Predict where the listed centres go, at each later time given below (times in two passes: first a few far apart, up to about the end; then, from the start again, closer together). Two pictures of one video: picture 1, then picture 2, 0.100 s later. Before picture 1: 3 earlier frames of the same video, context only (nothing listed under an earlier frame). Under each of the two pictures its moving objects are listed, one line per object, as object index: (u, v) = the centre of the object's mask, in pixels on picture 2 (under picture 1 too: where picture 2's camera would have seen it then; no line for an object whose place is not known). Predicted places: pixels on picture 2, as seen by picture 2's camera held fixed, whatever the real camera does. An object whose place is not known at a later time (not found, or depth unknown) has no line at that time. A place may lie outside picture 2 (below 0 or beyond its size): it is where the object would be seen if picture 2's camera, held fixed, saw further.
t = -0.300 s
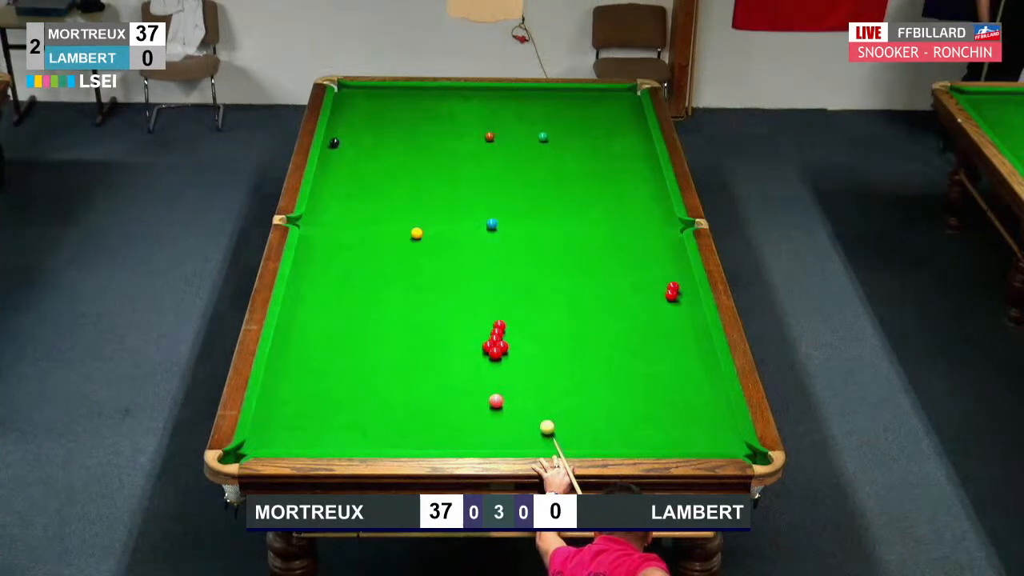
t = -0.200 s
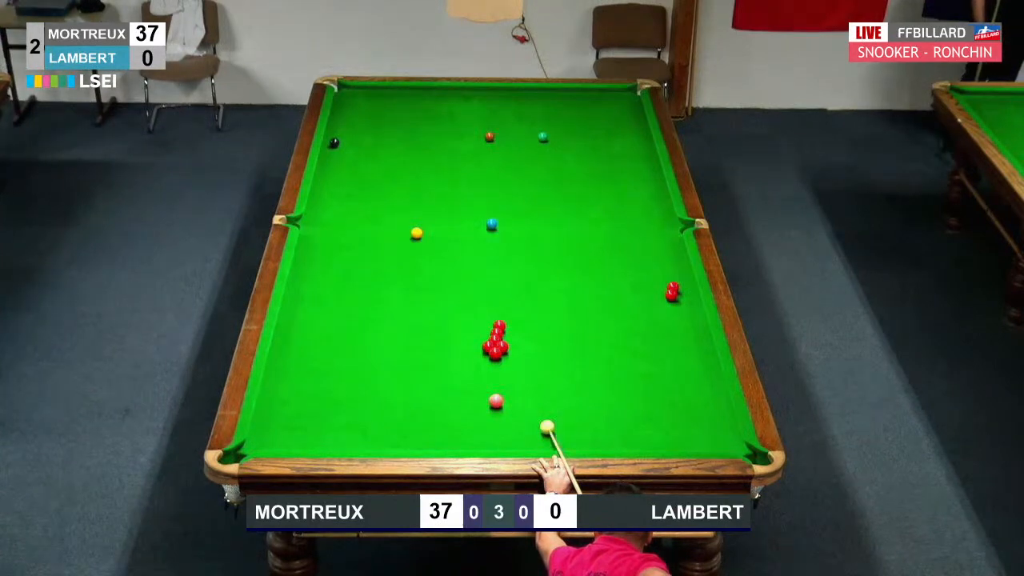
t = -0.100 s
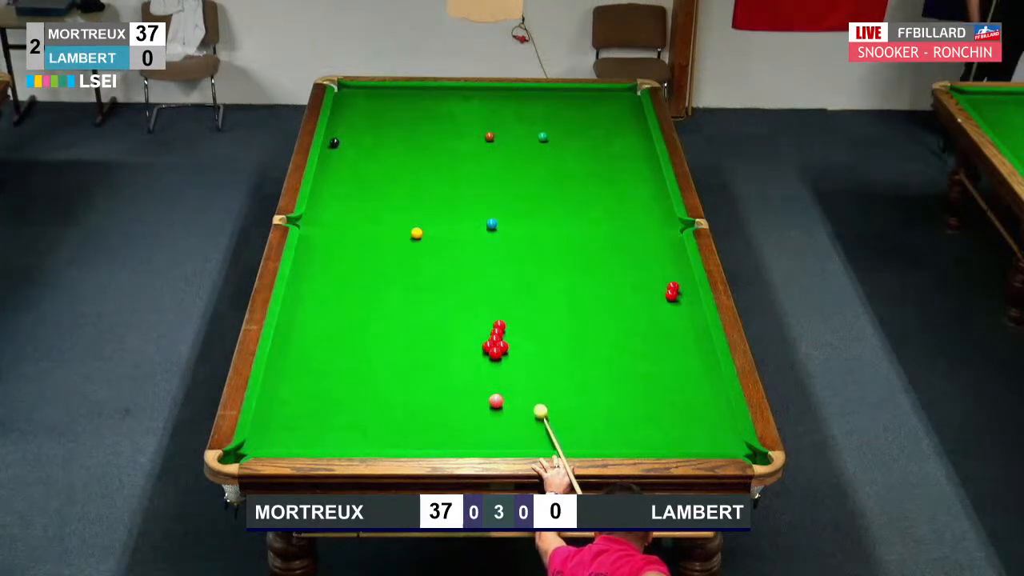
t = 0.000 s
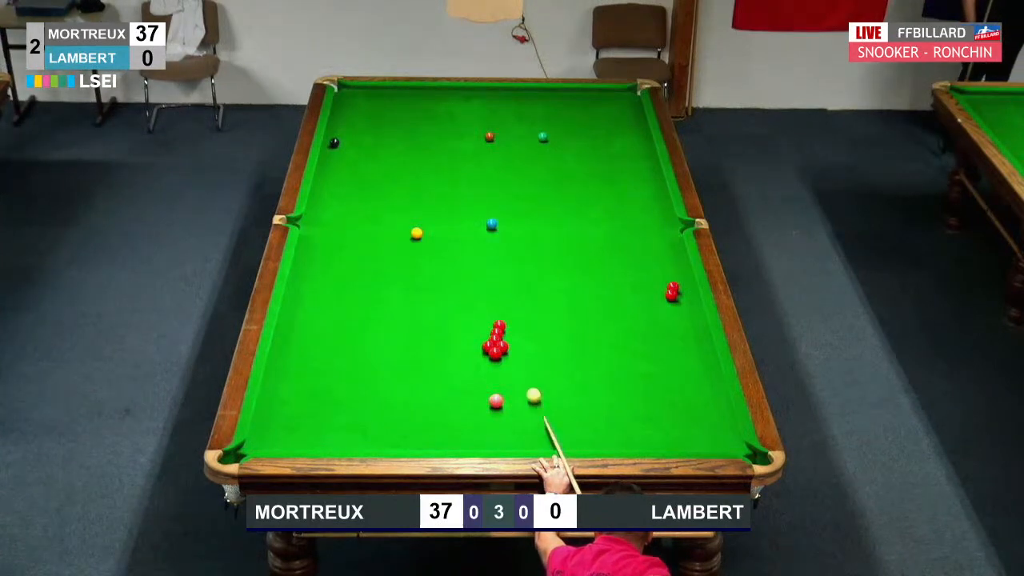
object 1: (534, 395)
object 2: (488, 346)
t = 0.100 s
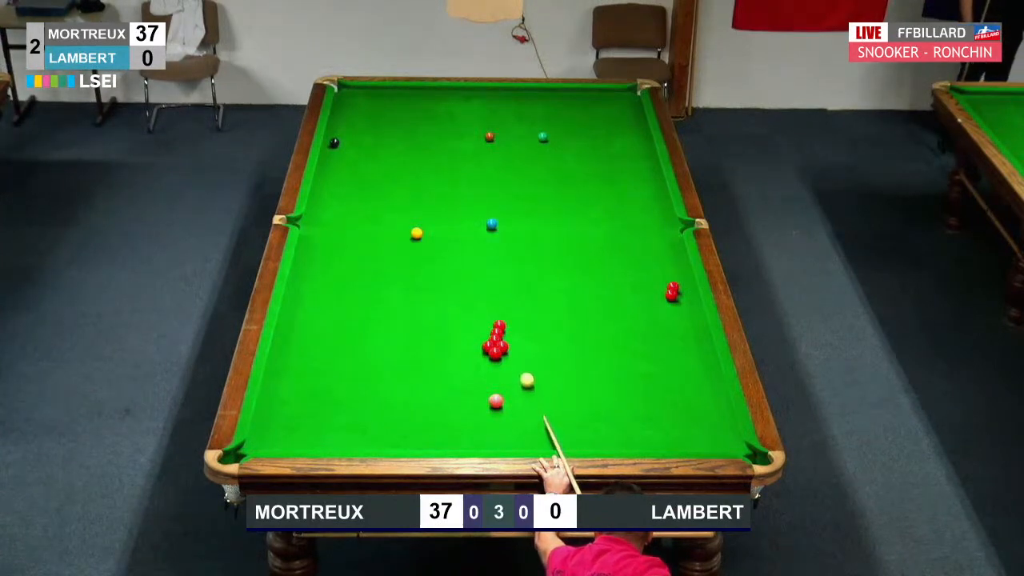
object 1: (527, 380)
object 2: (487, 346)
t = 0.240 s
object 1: (518, 360)
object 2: (488, 346)
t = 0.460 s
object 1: (521, 334)
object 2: (475, 347)
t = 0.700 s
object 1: (530, 311)
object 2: (455, 347)
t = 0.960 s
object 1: (538, 287)
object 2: (436, 346)
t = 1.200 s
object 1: (545, 268)
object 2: (420, 346)
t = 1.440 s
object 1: (551, 250)
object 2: (405, 345)
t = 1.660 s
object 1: (557, 235)
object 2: (393, 344)
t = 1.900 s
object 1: (562, 220)
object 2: (382, 344)
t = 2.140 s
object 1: (567, 206)
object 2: (372, 344)
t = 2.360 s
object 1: (571, 195)
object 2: (364, 344)
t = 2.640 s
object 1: (576, 181)
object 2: (356, 344)
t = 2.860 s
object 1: (579, 171)
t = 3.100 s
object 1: (582, 161)
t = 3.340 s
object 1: (586, 152)
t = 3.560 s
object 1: (588, 144)
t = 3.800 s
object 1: (591, 137)
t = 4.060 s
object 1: (594, 129)
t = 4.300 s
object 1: (596, 123)
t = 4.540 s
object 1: (597, 117)
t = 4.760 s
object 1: (599, 112)
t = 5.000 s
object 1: (600, 108)
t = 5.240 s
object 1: (602, 103)
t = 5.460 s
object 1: (603, 100)
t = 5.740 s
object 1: (604, 96)
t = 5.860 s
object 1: (604, 95)
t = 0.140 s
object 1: (524, 374)
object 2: (487, 346)
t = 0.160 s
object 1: (523, 371)
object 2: (487, 346)
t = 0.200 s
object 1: (521, 365)
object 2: (488, 346)
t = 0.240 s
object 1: (518, 360)
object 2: (488, 346)
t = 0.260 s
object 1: (517, 357)
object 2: (488, 346)
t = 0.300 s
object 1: (514, 351)
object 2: (487, 346)
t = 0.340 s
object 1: (516, 347)
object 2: (485, 347)
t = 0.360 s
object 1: (517, 345)
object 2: (483, 347)
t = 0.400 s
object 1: (518, 340)
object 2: (480, 347)
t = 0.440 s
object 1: (520, 336)
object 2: (477, 347)
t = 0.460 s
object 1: (521, 334)
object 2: (475, 347)
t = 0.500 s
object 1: (522, 330)
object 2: (472, 347)
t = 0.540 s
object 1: (524, 326)
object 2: (468, 347)
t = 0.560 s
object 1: (524, 324)
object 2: (467, 347)
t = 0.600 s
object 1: (526, 320)
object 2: (464, 347)
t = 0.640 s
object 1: (527, 316)
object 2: (460, 347)
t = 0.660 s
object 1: (528, 314)
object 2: (458, 347)
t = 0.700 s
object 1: (530, 311)
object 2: (455, 347)
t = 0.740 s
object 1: (531, 307)
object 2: (452, 347)
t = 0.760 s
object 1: (532, 305)
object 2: (451, 347)
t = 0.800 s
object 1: (533, 301)
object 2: (448, 346)
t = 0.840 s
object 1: (534, 298)
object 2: (445, 346)
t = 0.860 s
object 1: (535, 296)
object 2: (443, 346)
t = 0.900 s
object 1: (536, 292)
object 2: (440, 346)
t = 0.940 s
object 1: (537, 289)
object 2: (438, 346)
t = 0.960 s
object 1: (538, 287)
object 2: (436, 346)
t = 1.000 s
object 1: (539, 284)
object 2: (433, 346)
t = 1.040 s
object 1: (540, 280)
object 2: (430, 346)
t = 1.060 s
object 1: (541, 279)
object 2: (429, 346)
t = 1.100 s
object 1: (542, 276)
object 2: (426, 346)
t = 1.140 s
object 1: (543, 272)
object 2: (424, 346)
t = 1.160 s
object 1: (544, 271)
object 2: (422, 346)
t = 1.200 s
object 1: (545, 268)
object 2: (420, 346)
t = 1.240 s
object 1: (546, 265)
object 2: (417, 345)
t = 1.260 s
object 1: (547, 263)
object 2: (416, 345)
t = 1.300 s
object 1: (548, 260)
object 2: (413, 345)
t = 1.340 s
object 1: (549, 257)
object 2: (411, 345)
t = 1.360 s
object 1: (549, 256)
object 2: (410, 345)
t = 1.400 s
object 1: (550, 252)
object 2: (407, 345)
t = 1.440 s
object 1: (551, 250)
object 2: (405, 345)
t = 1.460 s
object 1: (552, 249)
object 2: (404, 345)
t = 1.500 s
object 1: (553, 246)
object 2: (402, 345)
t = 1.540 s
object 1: (554, 243)
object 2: (400, 345)
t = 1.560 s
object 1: (554, 242)
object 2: (399, 345)
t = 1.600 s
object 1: (555, 239)
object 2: (397, 345)
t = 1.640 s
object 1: (556, 236)
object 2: (394, 345)
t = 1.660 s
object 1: (557, 235)
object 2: (393, 344)
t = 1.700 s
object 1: (558, 232)
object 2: (391, 344)
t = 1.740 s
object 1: (559, 230)
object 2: (390, 344)
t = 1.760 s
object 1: (559, 228)
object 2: (388, 344)
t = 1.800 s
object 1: (560, 226)
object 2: (386, 344)
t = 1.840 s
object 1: (561, 223)
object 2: (385, 344)
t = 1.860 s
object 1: (561, 222)
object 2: (384, 344)
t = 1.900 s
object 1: (562, 220)
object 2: (382, 344)
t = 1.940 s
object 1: (563, 217)
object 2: (380, 344)
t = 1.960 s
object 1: (564, 216)
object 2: (379, 344)
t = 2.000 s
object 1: (564, 214)
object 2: (378, 344)
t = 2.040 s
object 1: (565, 212)
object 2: (376, 344)
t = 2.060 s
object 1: (565, 211)
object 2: (375, 344)
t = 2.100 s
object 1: (566, 208)
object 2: (374, 344)
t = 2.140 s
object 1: (567, 206)
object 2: (372, 344)
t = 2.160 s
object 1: (568, 205)
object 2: (371, 344)
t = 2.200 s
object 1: (568, 203)
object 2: (370, 344)
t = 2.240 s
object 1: (569, 200)
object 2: (368, 344)
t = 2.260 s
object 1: (569, 200)
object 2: (368, 344)
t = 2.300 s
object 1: (570, 198)
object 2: (366, 344)
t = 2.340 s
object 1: (571, 195)
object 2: (365, 344)
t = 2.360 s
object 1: (571, 195)
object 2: (364, 344)
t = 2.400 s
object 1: (572, 192)
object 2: (363, 344)
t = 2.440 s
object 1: (573, 191)
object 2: (362, 344)
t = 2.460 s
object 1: (573, 190)
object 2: (361, 344)
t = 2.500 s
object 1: (574, 188)
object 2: (360, 344)
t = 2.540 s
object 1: (574, 186)
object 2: (359, 344)
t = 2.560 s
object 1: (575, 185)
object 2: (358, 344)
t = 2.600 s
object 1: (575, 183)
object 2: (357, 344)
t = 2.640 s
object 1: (576, 181)
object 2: (356, 344)
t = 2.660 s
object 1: (576, 180)
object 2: (356, 344)
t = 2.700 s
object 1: (577, 178)
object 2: (355, 344)
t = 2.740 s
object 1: (577, 176)
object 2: (354, 344)
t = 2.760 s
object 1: (578, 176)
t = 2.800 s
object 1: (578, 174)
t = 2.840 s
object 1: (579, 172)
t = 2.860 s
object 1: (579, 171)
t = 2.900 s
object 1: (580, 169)
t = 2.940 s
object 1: (580, 168)
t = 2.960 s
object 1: (581, 167)
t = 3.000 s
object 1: (581, 165)
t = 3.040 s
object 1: (582, 164)
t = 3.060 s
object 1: (582, 163)
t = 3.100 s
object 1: (582, 161)
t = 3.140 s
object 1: (583, 160)
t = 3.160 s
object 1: (583, 159)
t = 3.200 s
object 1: (584, 157)
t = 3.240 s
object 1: (584, 156)
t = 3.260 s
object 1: (585, 155)
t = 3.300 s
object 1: (585, 154)
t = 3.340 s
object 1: (586, 152)
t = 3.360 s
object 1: (586, 151)
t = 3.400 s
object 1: (586, 150)
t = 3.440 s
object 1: (587, 148)
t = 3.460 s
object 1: (587, 148)
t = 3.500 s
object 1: (588, 146)
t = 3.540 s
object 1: (588, 145)
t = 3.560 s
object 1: (588, 144)
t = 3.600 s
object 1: (589, 143)
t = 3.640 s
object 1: (589, 142)
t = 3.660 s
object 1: (590, 141)
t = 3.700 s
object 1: (590, 140)
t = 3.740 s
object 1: (590, 138)
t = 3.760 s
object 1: (591, 138)
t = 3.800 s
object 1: (591, 137)
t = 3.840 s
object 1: (592, 135)
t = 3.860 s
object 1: (592, 135)
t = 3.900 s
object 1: (592, 134)
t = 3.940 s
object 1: (592, 132)
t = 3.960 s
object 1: (593, 132)
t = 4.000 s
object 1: (593, 131)
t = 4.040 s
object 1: (593, 130)
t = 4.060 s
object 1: (594, 129)
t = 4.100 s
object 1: (594, 128)
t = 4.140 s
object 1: (594, 127)
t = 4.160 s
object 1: (594, 126)
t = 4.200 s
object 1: (595, 125)
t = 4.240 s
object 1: (595, 124)
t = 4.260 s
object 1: (595, 124)
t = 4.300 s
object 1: (596, 123)
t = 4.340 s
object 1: (596, 122)
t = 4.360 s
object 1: (596, 121)
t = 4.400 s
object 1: (596, 120)
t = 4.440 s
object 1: (597, 119)
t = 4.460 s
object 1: (597, 119)
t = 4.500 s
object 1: (597, 118)
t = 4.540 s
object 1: (597, 117)
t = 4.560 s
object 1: (597, 116)
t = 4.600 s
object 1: (598, 116)
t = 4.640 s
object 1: (598, 115)
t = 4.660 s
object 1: (598, 114)
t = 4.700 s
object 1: (598, 113)
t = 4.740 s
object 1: (599, 113)
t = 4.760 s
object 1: (599, 112)
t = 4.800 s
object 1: (599, 112)
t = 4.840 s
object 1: (599, 111)
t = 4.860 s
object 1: (599, 110)
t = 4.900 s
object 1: (600, 110)
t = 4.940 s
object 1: (600, 109)
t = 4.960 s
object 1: (600, 108)
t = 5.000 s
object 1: (600, 108)
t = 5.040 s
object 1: (600, 107)
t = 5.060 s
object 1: (600, 107)
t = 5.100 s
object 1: (601, 106)
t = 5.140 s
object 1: (601, 105)
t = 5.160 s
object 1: (601, 105)
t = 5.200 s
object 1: (601, 104)
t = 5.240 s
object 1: (602, 103)
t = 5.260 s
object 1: (602, 103)
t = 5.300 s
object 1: (602, 103)
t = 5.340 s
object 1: (602, 102)
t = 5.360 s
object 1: (602, 101)
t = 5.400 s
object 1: (602, 101)
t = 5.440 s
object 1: (602, 101)
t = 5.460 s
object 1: (603, 100)
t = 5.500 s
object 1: (603, 100)
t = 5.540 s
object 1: (603, 99)
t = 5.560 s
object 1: (603, 99)
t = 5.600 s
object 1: (603, 98)
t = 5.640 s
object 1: (603, 98)
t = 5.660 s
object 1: (603, 97)
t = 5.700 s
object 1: (604, 97)
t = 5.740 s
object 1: (604, 96)
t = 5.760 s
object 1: (604, 96)
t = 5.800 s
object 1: (604, 96)
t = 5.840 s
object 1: (604, 95)
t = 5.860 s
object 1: (604, 95)
